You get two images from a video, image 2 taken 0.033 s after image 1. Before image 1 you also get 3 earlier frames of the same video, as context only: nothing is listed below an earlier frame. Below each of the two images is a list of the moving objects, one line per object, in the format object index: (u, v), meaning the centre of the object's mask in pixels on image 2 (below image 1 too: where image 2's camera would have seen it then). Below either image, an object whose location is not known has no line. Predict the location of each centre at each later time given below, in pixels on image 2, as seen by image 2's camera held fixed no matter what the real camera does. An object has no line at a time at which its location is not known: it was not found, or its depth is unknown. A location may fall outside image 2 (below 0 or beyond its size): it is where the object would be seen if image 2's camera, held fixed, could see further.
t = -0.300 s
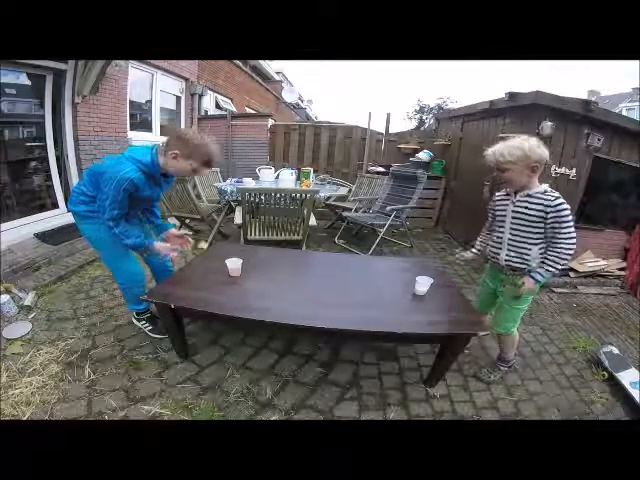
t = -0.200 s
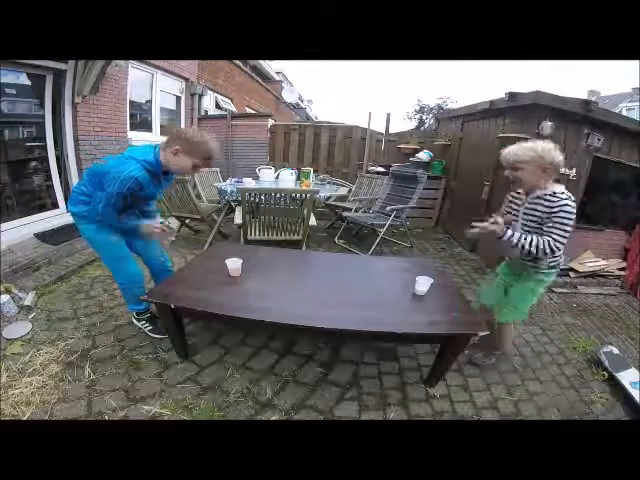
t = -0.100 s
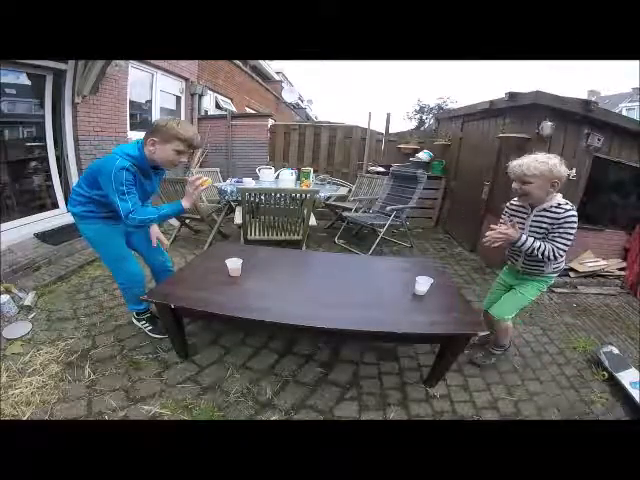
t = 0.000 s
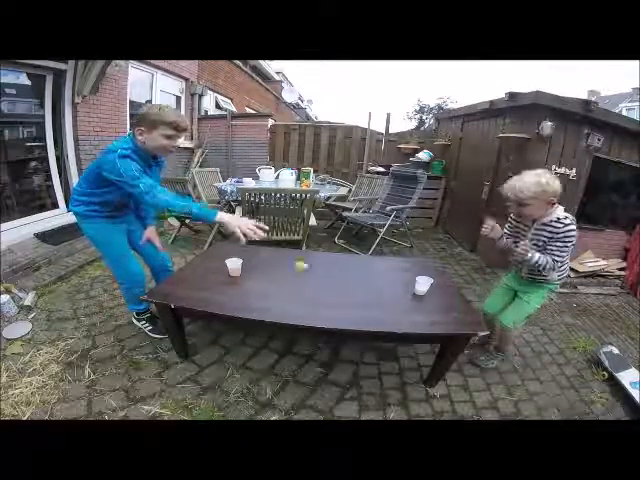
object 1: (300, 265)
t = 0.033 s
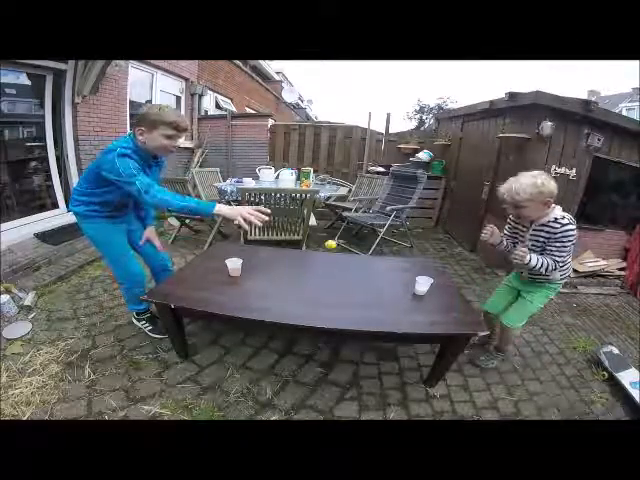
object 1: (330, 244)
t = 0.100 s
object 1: (376, 226)
